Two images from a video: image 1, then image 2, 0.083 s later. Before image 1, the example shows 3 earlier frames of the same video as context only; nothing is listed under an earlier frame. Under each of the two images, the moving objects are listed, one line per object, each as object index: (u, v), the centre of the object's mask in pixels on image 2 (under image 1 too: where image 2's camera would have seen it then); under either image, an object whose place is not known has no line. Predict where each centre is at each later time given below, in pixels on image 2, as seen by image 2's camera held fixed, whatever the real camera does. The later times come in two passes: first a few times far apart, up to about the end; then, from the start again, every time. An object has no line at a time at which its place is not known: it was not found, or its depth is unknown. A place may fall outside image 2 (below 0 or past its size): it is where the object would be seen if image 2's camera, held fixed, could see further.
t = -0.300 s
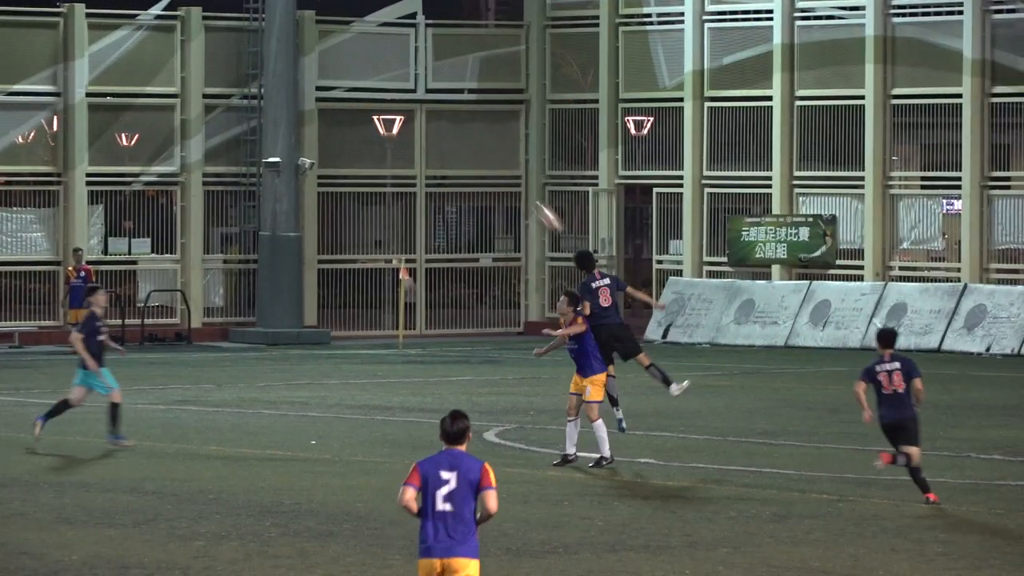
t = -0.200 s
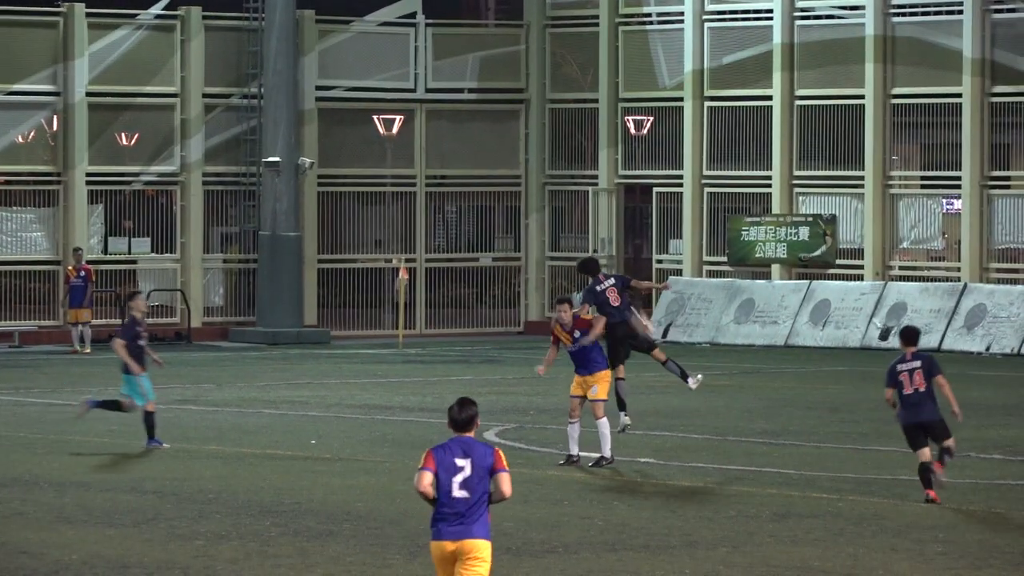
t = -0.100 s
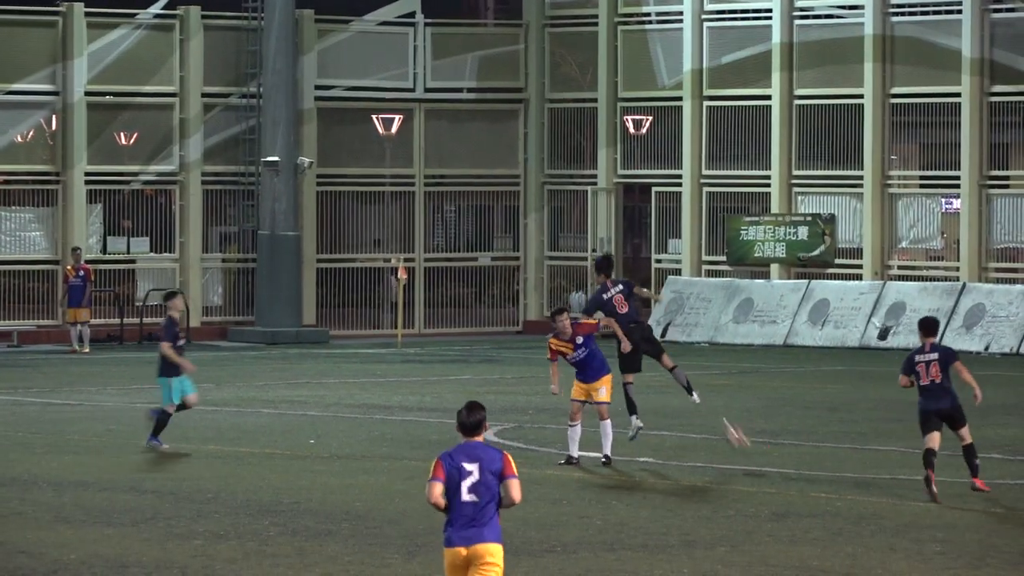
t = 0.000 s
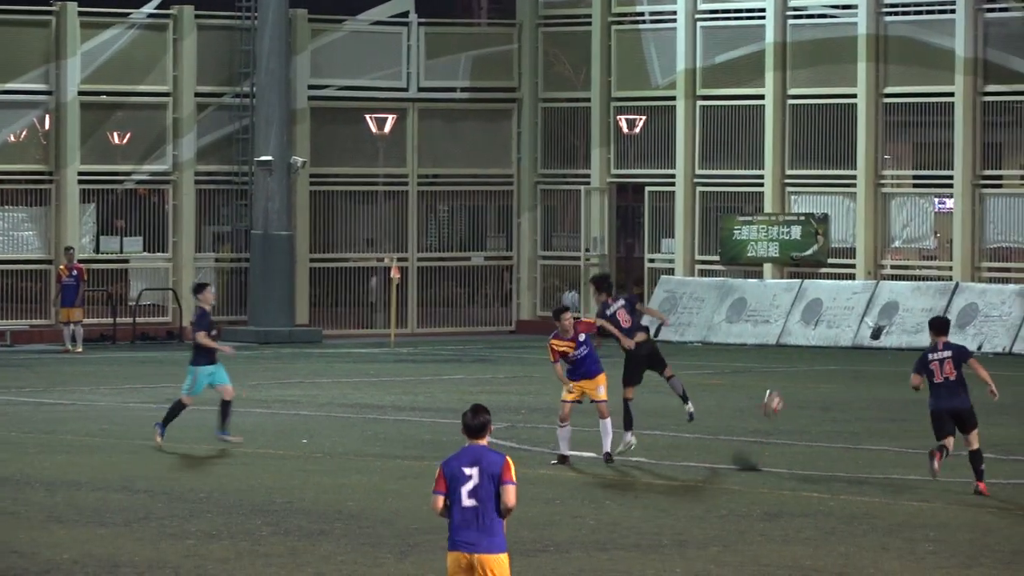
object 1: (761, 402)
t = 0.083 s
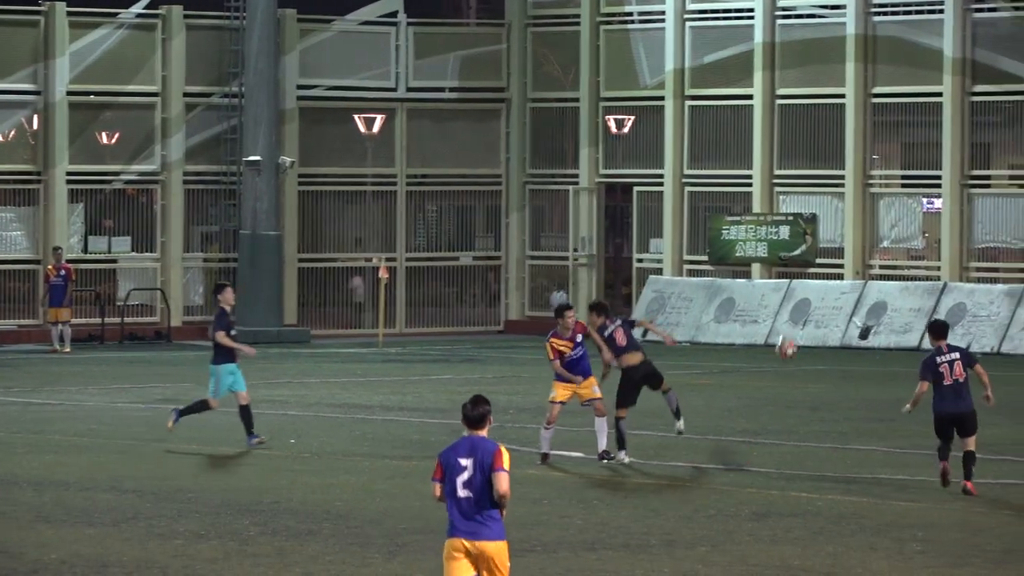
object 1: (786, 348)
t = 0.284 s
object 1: (846, 240)
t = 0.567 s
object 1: (938, 154)
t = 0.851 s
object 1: (1032, 147)
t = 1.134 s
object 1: (1127, 222)
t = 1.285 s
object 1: (1175, 297)
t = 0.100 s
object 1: (791, 336)
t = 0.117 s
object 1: (796, 326)
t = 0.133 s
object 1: (800, 317)
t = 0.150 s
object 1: (806, 307)
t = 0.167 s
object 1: (812, 298)
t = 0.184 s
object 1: (817, 289)
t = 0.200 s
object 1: (822, 280)
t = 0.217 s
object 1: (827, 271)
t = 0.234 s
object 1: (832, 263)
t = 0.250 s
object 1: (836, 255)
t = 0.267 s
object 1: (841, 247)
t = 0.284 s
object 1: (846, 240)
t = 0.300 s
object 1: (852, 233)
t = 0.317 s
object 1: (858, 226)
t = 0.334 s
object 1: (863, 220)
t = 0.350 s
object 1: (868, 213)
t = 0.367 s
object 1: (873, 207)
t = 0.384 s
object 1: (878, 201)
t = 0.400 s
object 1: (883, 196)
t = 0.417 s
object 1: (888, 190)
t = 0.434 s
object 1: (894, 185)
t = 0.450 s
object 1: (900, 180)
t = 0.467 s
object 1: (906, 176)
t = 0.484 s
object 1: (911, 172)
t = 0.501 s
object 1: (916, 168)
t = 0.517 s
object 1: (922, 164)
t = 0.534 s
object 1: (926, 161)
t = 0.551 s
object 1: (932, 156)
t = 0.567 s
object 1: (938, 154)
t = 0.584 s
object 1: (943, 152)
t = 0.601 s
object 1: (948, 150)
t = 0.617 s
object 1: (954, 148)
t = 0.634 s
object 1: (960, 146)
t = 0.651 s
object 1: (966, 144)
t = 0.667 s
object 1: (972, 142)
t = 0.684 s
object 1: (977, 141)
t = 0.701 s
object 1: (982, 140)
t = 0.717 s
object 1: (987, 140)
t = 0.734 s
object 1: (993, 139)
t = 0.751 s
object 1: (999, 140)
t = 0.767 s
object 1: (1005, 140)
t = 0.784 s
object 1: (1011, 141)
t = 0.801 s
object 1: (1016, 142)
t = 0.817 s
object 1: (1022, 144)
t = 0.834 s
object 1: (1027, 145)
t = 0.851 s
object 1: (1032, 147)
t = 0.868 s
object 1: (1037, 150)
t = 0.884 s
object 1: (1043, 152)
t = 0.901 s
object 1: (1049, 154)
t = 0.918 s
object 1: (1055, 157)
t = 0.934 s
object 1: (1060, 160)
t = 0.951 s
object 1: (1067, 164)
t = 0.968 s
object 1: (1072, 168)
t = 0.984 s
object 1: (1077, 171)
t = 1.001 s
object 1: (1082, 175)
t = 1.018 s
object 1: (1088, 180)
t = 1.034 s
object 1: (1094, 184)
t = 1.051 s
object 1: (1100, 190)
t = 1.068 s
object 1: (1105, 196)
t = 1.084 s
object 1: (1111, 203)
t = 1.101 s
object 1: (1116, 208)
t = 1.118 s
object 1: (1121, 215)
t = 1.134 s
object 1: (1127, 222)
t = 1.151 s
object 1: (1132, 229)
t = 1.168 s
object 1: (1138, 236)
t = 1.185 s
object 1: (1144, 243)
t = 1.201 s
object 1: (1149, 250)
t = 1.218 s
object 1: (1154, 259)
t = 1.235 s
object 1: (1160, 268)
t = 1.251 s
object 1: (1165, 278)
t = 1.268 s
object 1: (1172, 287)
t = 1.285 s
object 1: (1175, 297)
